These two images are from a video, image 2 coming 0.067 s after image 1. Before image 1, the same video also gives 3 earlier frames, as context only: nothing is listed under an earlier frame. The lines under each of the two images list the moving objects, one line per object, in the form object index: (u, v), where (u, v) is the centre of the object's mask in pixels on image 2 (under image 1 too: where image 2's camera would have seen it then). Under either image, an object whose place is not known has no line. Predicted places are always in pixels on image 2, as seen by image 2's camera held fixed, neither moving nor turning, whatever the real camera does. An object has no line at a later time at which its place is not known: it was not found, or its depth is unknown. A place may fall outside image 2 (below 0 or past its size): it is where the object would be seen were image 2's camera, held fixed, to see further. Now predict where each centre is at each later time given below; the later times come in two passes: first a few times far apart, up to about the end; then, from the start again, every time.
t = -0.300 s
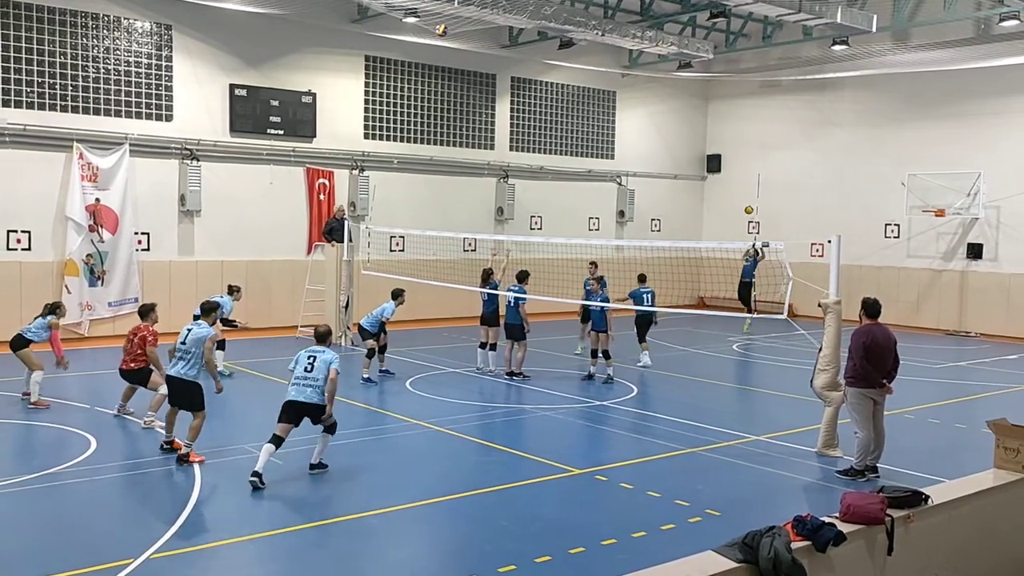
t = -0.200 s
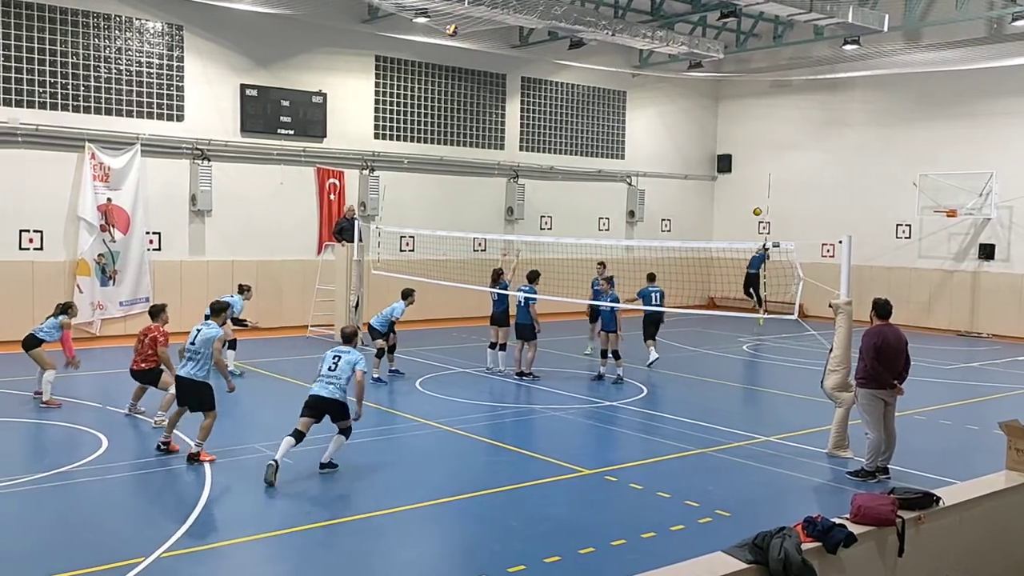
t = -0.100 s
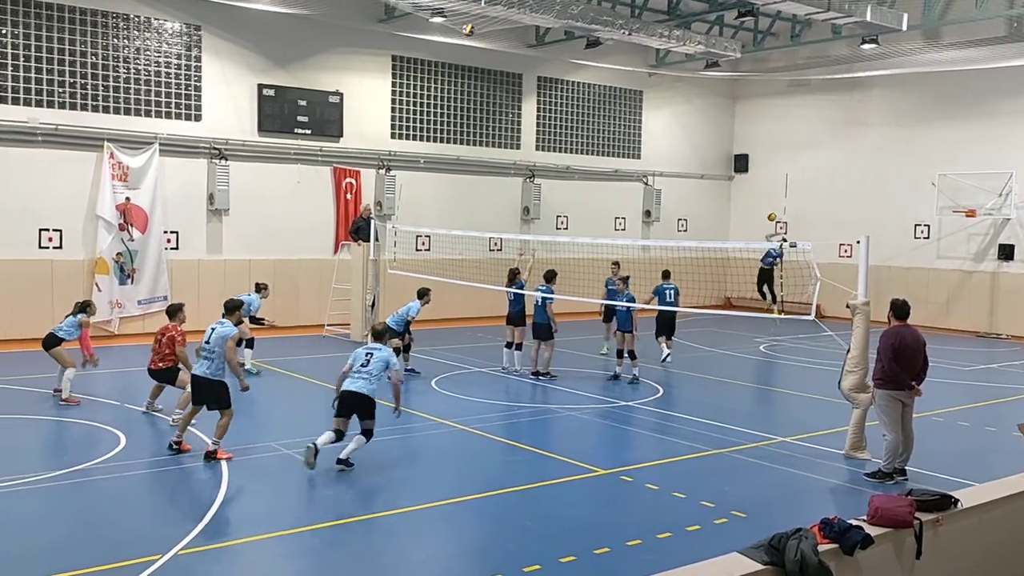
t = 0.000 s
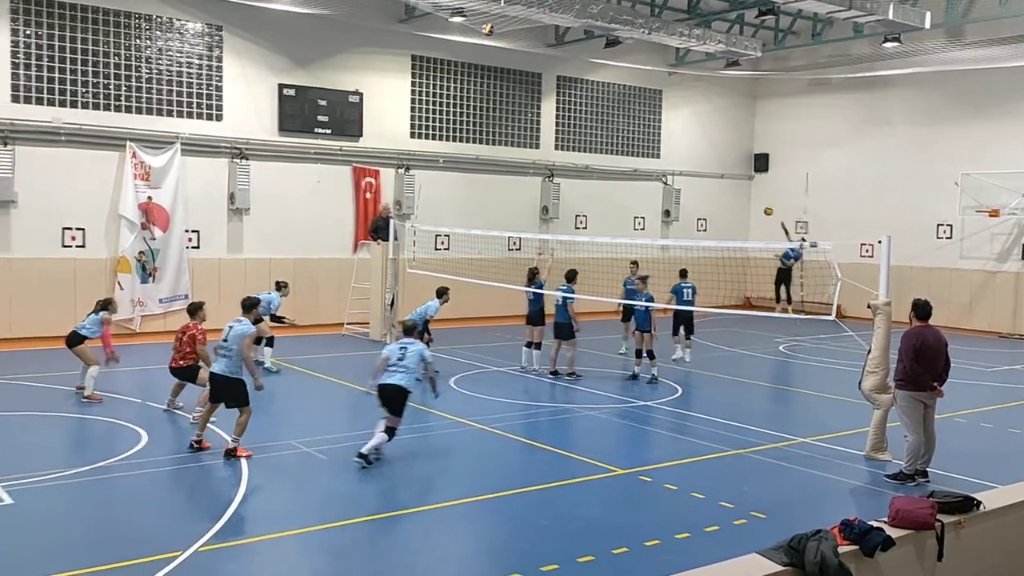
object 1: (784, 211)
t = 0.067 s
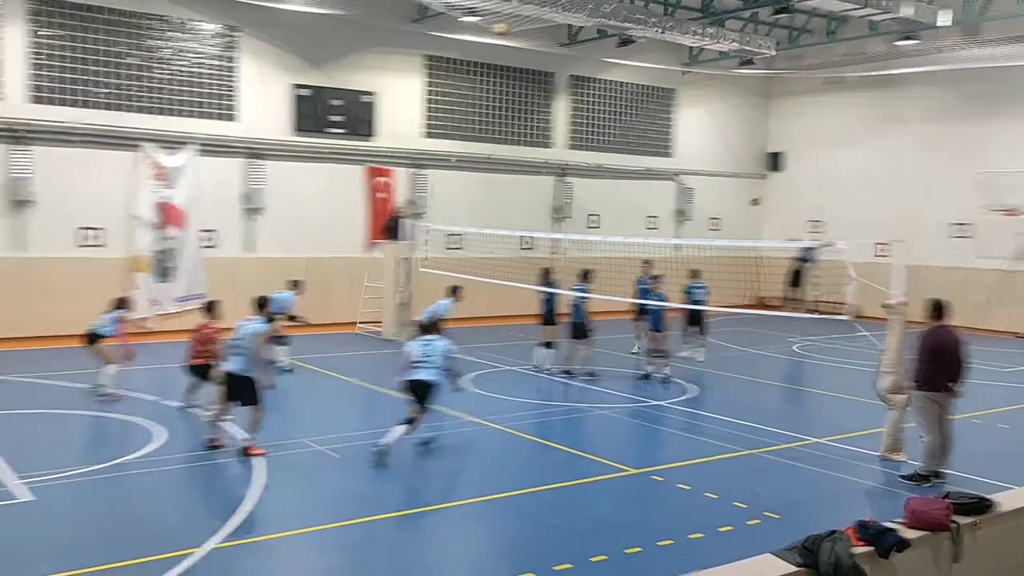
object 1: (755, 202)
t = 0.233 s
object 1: (677, 183)
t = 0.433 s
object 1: (578, 181)
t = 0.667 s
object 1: (451, 207)
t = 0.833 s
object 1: (346, 246)
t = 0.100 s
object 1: (740, 198)
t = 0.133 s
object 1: (724, 194)
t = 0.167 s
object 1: (708, 190)
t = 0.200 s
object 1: (693, 186)
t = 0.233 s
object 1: (677, 183)
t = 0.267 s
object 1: (661, 182)
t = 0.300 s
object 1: (645, 181)
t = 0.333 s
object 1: (629, 179)
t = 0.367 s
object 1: (612, 179)
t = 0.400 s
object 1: (595, 179)
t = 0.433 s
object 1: (578, 181)
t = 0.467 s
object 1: (560, 183)
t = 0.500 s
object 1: (544, 185)
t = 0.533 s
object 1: (526, 187)
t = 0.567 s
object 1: (508, 192)
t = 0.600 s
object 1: (489, 196)
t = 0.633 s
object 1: (470, 201)
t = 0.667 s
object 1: (451, 207)
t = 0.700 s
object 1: (431, 212)
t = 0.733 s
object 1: (411, 219)
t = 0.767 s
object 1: (389, 227)
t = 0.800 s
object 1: (366, 237)
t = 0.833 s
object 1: (346, 246)
